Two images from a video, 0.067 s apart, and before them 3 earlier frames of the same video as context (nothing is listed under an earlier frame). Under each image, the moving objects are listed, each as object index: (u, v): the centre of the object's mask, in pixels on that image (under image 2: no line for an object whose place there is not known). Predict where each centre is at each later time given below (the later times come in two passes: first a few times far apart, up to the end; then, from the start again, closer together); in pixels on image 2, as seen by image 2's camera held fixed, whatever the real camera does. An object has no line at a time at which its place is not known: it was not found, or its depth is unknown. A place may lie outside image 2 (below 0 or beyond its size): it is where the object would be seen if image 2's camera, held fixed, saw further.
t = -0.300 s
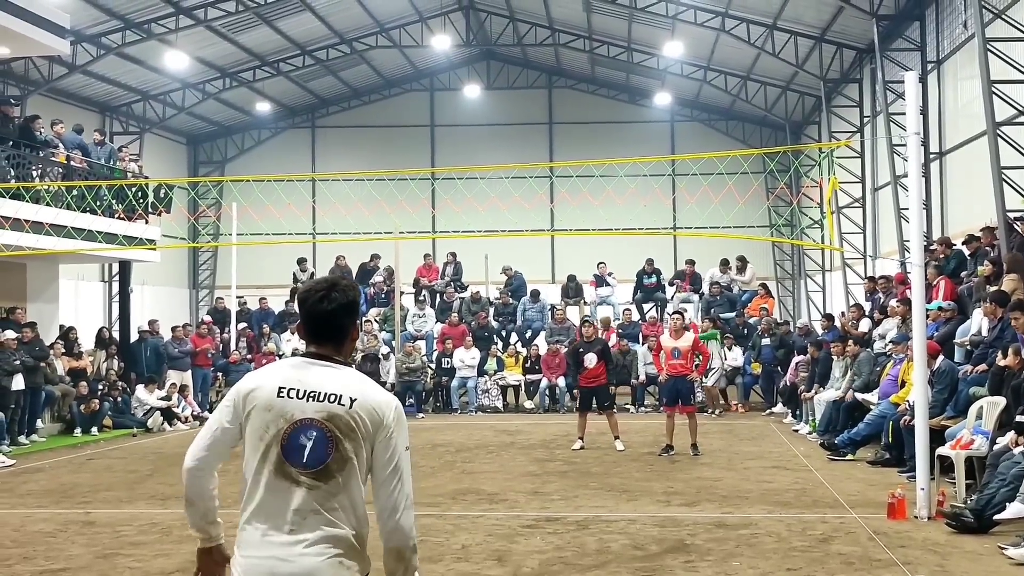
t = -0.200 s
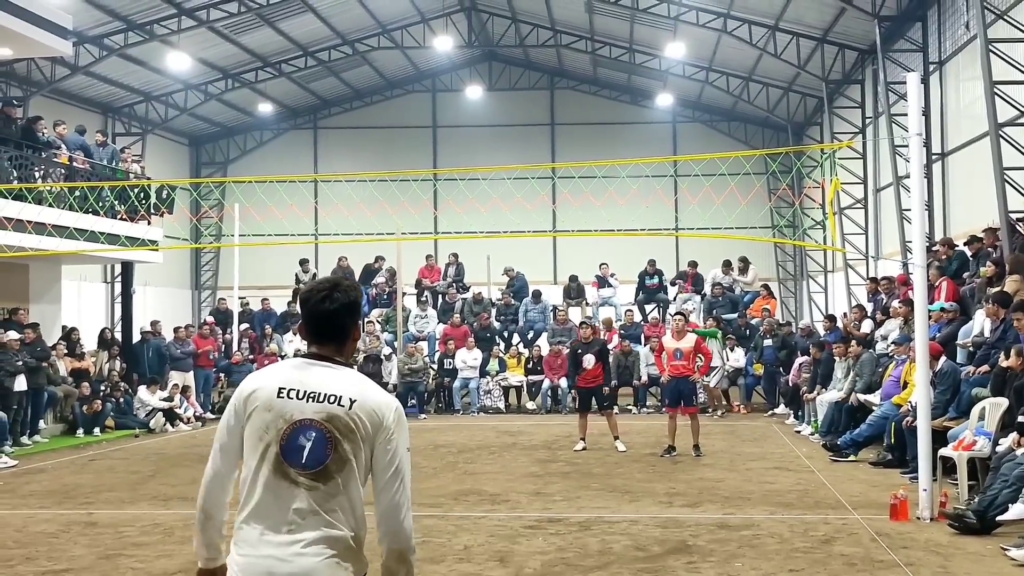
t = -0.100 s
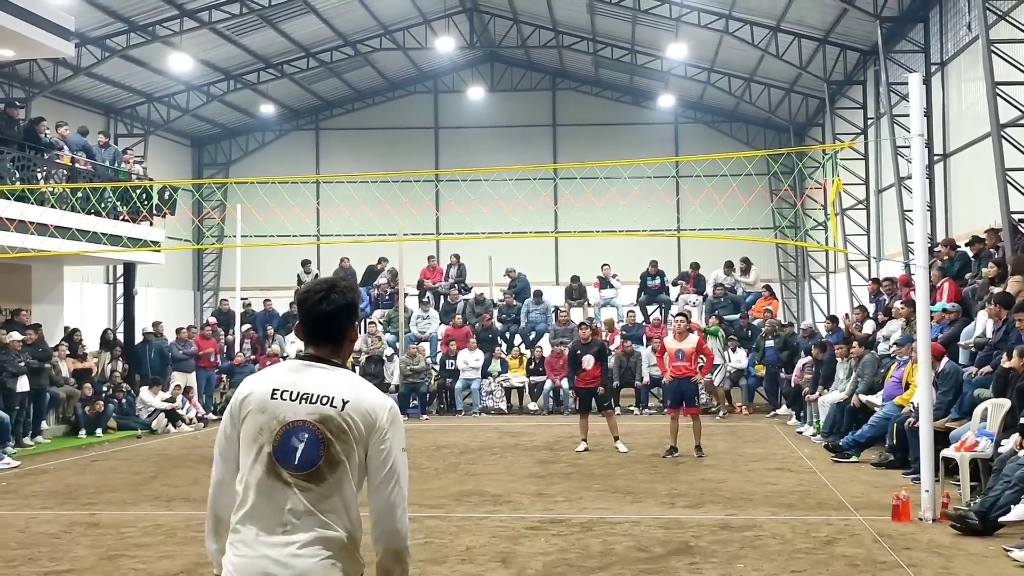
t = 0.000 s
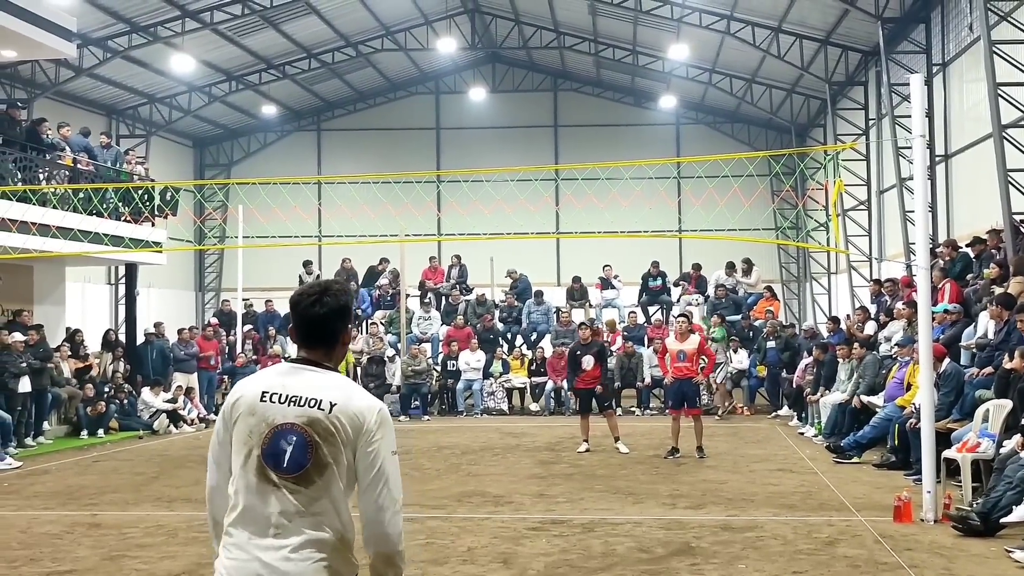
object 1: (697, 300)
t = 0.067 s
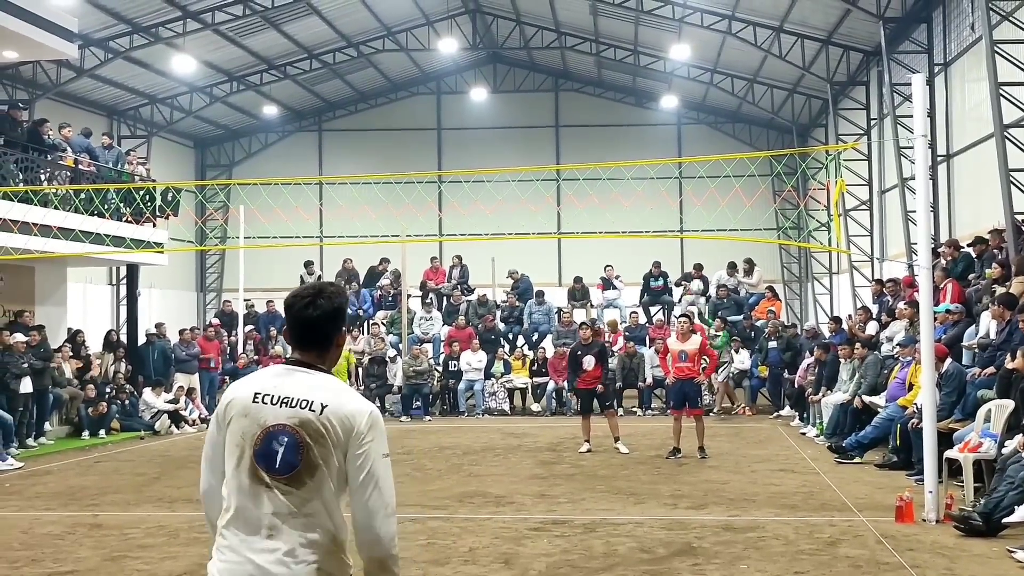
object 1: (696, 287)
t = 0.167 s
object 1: (691, 249)
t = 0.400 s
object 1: (672, 170)
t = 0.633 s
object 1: (647, 107)
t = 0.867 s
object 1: (607, 81)
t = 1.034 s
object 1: (550, 108)
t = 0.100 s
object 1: (695, 274)
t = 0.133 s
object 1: (693, 261)
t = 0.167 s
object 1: (691, 249)
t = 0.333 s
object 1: (678, 190)
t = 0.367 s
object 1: (675, 180)
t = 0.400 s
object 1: (672, 170)
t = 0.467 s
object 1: (666, 149)
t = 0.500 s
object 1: (663, 139)
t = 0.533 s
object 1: (659, 131)
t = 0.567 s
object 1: (656, 122)
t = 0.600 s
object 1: (652, 114)
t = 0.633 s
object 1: (647, 107)
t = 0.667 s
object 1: (642, 101)
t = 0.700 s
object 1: (638, 96)
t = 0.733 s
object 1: (632, 91)
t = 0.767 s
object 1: (627, 88)
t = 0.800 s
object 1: (620, 84)
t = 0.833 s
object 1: (614, 82)
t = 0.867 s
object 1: (607, 81)
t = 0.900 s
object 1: (599, 81)
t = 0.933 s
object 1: (591, 82)
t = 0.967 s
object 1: (572, 91)
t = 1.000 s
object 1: (562, 98)
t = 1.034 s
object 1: (550, 108)
